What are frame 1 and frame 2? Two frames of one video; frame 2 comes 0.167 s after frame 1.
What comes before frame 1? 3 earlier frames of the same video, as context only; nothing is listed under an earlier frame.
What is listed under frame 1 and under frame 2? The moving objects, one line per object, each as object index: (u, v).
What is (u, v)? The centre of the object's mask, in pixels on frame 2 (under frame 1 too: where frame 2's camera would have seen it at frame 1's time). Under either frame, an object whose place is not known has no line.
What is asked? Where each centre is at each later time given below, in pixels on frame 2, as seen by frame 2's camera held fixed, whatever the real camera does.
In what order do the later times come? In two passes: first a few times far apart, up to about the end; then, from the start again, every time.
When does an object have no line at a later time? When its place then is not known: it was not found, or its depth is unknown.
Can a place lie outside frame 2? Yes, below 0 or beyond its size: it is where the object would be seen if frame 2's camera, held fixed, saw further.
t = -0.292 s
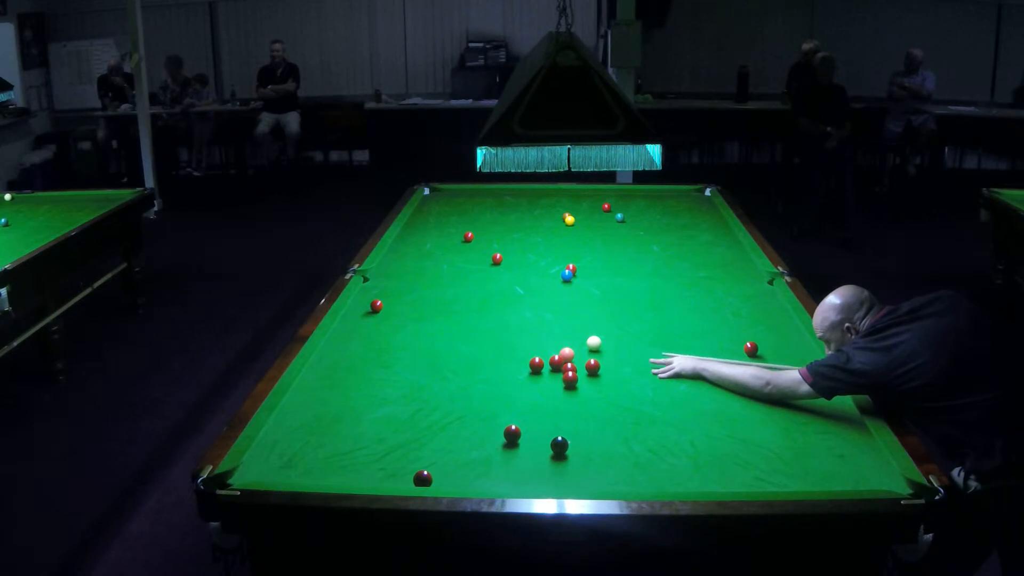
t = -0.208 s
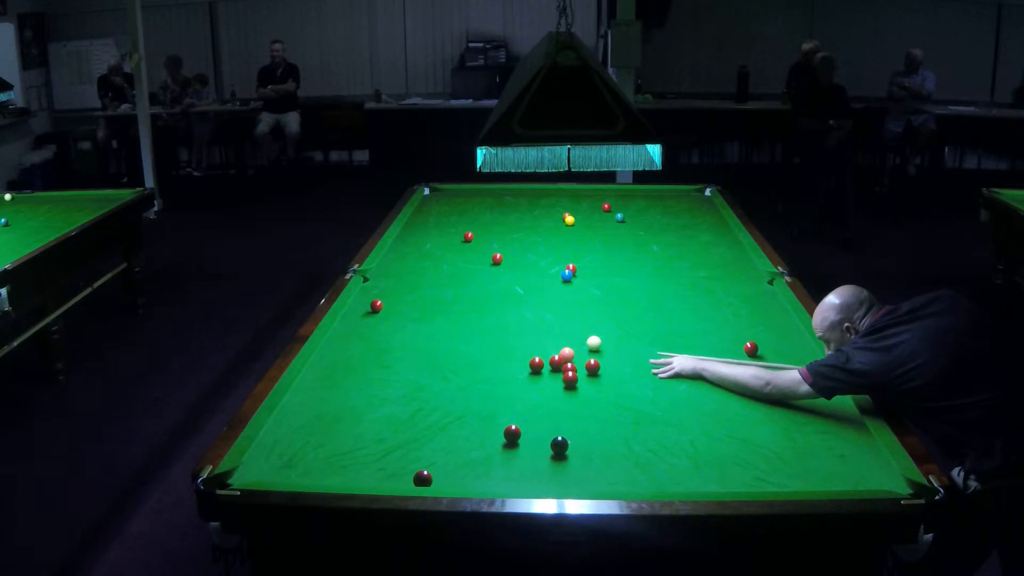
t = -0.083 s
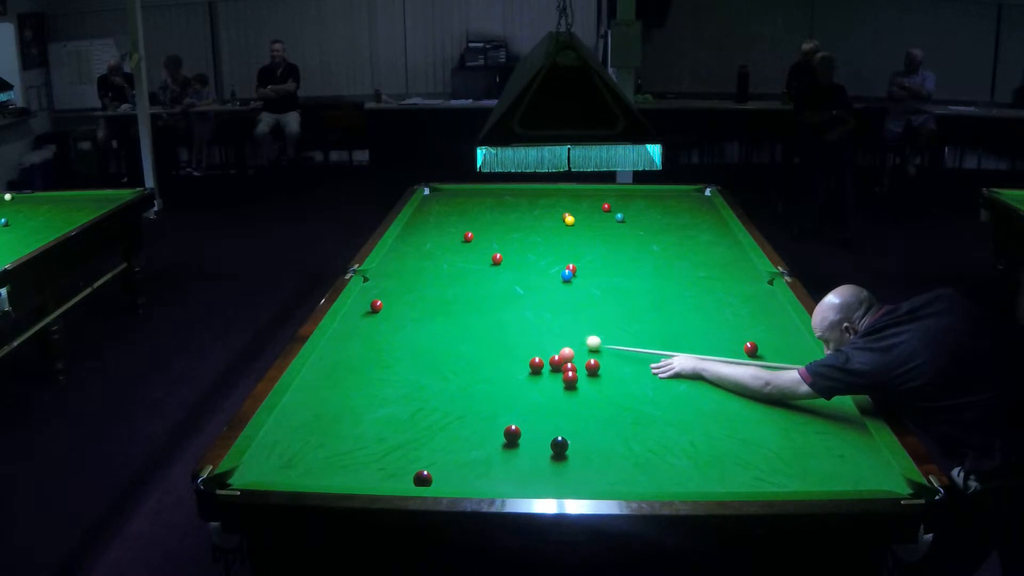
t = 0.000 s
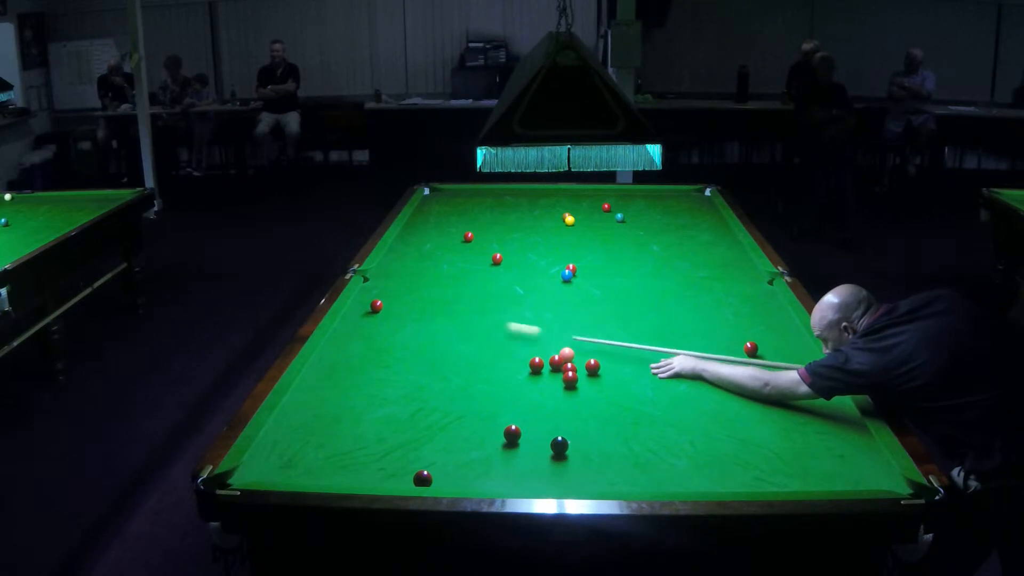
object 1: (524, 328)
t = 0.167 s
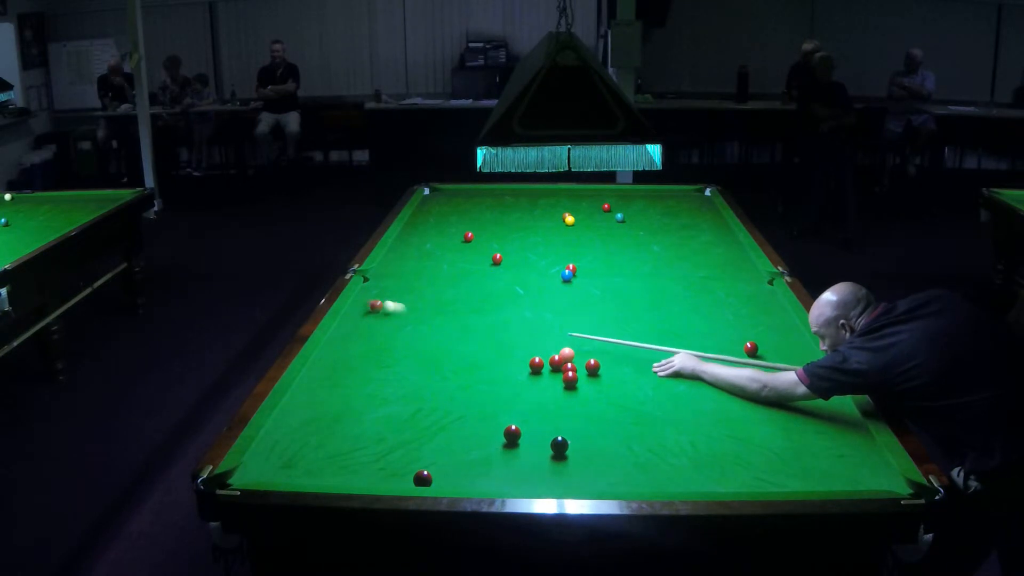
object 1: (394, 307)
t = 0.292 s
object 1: (390, 305)
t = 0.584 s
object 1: (392, 301)
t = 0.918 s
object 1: (394, 298)
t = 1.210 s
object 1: (396, 296)
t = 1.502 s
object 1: (396, 295)
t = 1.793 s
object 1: (396, 295)
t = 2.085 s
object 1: (396, 295)
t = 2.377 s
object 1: (396, 295)
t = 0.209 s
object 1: (388, 306)
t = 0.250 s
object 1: (389, 305)
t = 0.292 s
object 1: (390, 305)
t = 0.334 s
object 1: (390, 304)
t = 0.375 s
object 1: (390, 303)
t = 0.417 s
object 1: (390, 303)
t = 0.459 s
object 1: (391, 303)
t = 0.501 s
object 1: (391, 302)
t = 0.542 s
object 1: (392, 302)
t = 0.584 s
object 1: (392, 301)
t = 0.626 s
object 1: (392, 301)
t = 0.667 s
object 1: (393, 300)
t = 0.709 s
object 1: (393, 300)
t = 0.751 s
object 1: (393, 299)
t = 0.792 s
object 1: (393, 299)
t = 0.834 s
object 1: (394, 299)
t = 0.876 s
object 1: (394, 298)
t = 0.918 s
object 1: (394, 298)
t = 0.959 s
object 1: (394, 298)
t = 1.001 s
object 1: (395, 297)
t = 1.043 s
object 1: (395, 297)
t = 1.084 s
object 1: (395, 297)
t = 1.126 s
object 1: (395, 297)
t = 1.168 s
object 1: (395, 296)
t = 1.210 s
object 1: (396, 296)
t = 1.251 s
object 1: (396, 296)
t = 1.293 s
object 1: (396, 296)
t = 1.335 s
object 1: (396, 296)
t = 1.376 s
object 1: (396, 296)
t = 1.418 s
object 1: (396, 295)
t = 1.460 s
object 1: (396, 295)
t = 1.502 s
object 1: (396, 295)
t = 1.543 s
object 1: (397, 295)
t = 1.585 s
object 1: (397, 295)
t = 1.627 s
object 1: (397, 295)
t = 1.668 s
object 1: (397, 295)
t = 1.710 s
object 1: (397, 295)
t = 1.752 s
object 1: (396, 295)
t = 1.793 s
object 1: (396, 295)
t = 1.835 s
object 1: (396, 295)
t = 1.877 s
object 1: (396, 295)
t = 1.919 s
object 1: (396, 295)
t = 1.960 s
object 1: (396, 295)
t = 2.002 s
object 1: (396, 295)
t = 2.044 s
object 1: (396, 295)
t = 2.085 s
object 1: (396, 295)
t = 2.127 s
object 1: (396, 295)
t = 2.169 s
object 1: (396, 295)
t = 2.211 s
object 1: (396, 295)
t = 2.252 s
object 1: (396, 295)
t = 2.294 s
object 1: (396, 295)
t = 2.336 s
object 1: (396, 295)
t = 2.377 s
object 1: (396, 295)
